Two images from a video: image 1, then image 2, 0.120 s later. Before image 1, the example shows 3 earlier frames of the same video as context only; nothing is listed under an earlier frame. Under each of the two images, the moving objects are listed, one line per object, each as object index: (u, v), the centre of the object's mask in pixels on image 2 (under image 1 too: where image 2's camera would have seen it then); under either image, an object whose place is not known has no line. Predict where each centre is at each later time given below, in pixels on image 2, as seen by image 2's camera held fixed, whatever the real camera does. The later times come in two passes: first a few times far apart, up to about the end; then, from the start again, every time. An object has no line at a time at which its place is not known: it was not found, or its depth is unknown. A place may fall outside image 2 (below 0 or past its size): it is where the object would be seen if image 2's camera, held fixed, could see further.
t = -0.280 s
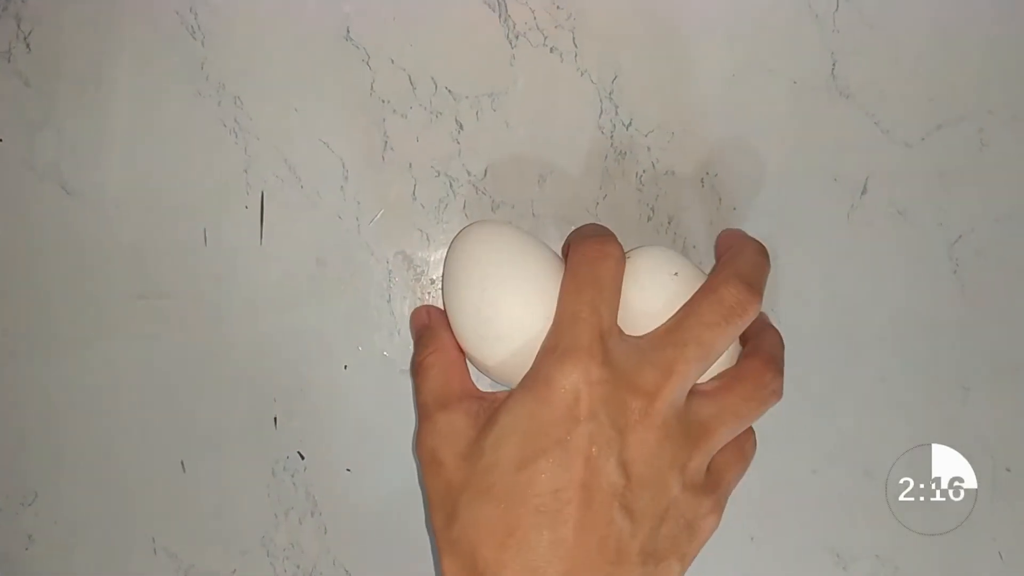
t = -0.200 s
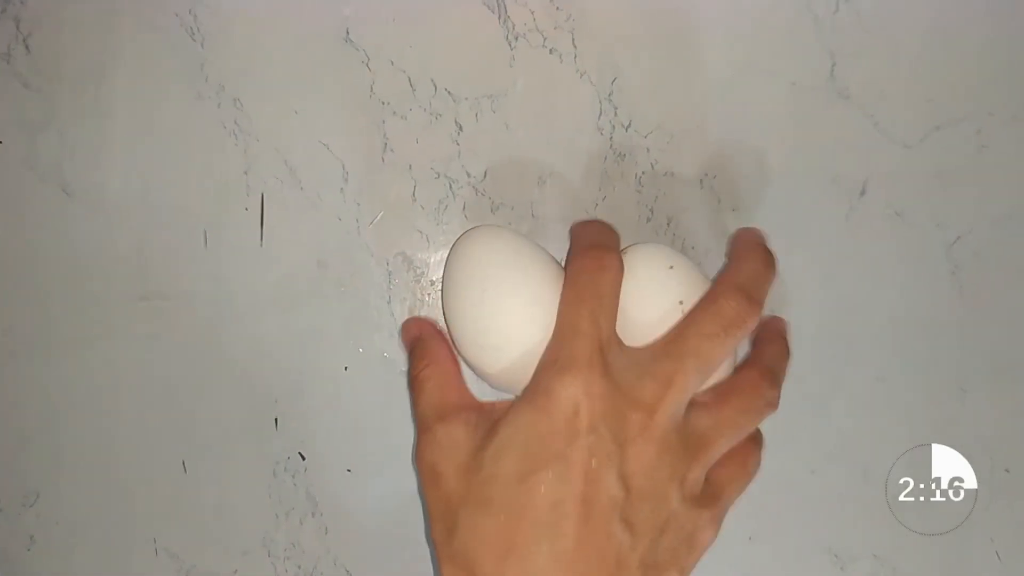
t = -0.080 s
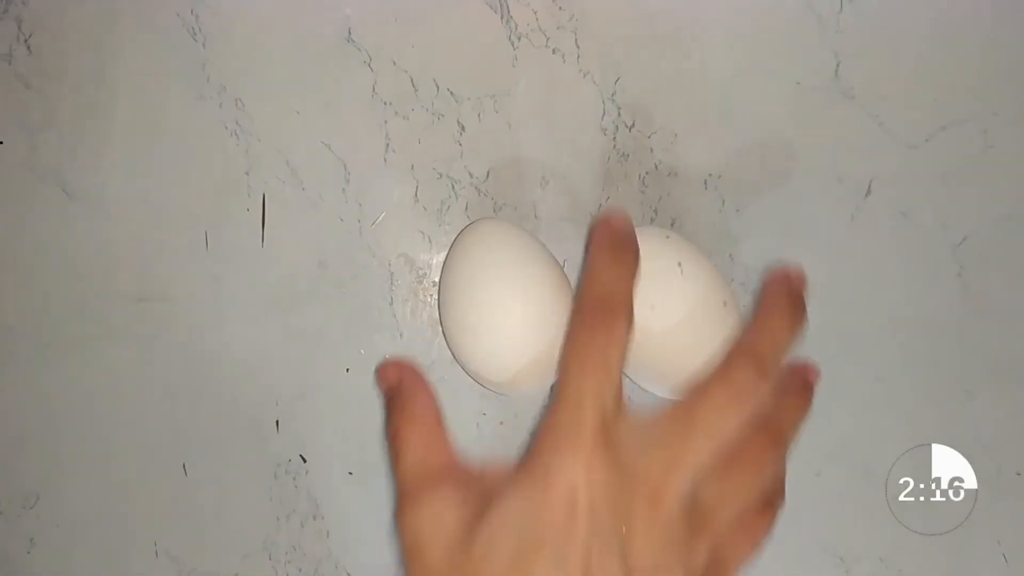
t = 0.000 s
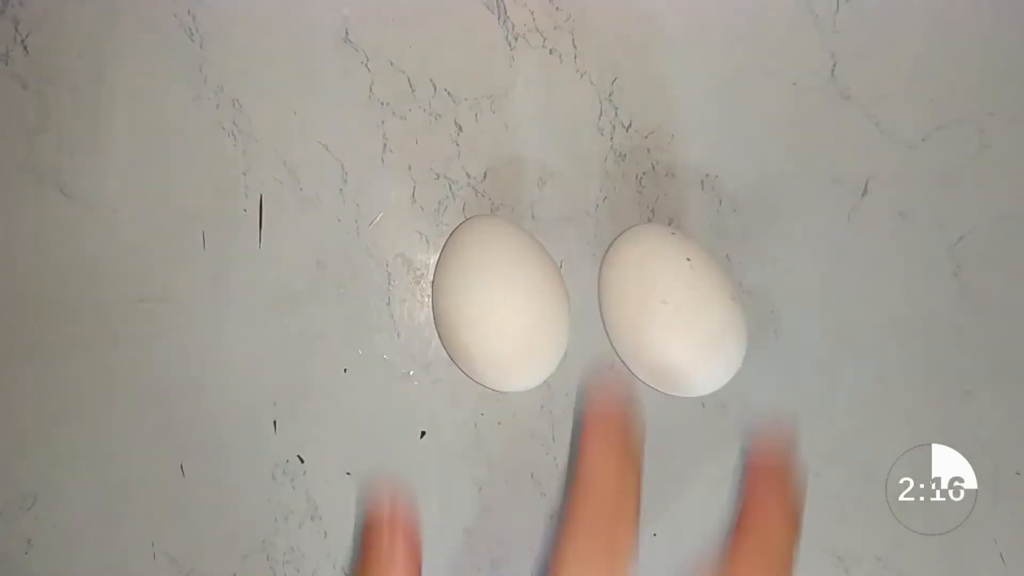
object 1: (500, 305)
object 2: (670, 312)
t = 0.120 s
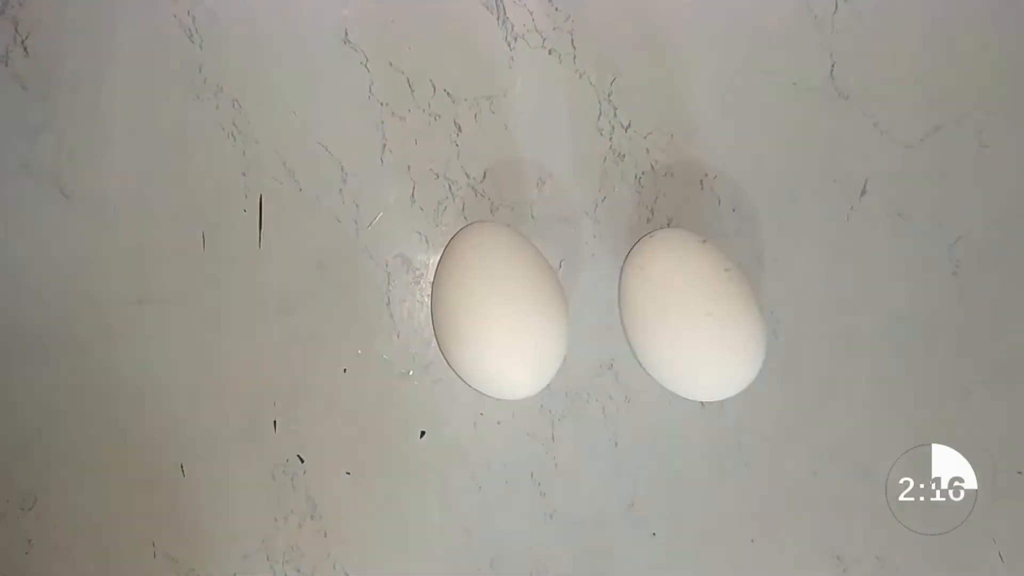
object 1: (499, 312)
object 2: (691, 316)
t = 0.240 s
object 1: (501, 312)
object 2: (705, 295)
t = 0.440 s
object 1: (514, 306)
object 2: (752, 280)
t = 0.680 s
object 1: (548, 295)
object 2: (812, 225)
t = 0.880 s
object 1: (591, 278)
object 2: (868, 167)
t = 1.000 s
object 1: (615, 261)
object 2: (890, 131)
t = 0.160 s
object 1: (500, 314)
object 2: (696, 311)
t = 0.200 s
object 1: (500, 314)
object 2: (700, 304)
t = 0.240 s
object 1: (501, 312)
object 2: (705, 295)
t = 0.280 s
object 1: (501, 309)
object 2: (712, 289)
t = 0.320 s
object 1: (503, 307)
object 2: (721, 286)
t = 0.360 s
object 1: (504, 306)
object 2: (726, 285)
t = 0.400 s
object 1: (508, 306)
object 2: (736, 284)
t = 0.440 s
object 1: (514, 306)
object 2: (752, 280)
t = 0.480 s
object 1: (519, 307)
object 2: (761, 274)
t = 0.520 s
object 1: (524, 306)
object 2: (771, 265)
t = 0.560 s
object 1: (529, 304)
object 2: (779, 255)
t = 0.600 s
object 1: (535, 301)
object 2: (789, 244)
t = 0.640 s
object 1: (541, 298)
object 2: (800, 234)
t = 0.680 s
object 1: (548, 295)
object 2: (812, 225)
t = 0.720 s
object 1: (555, 293)
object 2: (824, 216)
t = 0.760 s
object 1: (564, 291)
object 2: (836, 206)
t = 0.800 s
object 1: (573, 288)
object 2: (847, 194)
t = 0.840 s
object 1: (582, 284)
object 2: (858, 181)
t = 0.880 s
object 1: (591, 278)
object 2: (868, 167)
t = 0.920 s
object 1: (600, 271)
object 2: (877, 152)
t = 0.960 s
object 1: (610, 264)
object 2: (886, 138)
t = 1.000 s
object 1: (615, 261)
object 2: (890, 131)
